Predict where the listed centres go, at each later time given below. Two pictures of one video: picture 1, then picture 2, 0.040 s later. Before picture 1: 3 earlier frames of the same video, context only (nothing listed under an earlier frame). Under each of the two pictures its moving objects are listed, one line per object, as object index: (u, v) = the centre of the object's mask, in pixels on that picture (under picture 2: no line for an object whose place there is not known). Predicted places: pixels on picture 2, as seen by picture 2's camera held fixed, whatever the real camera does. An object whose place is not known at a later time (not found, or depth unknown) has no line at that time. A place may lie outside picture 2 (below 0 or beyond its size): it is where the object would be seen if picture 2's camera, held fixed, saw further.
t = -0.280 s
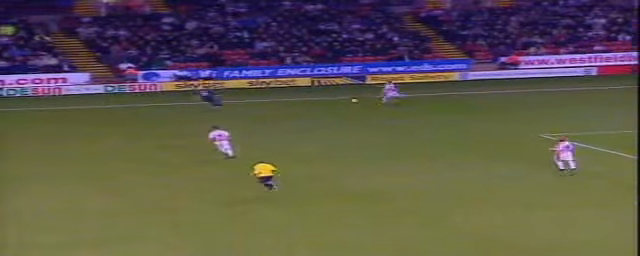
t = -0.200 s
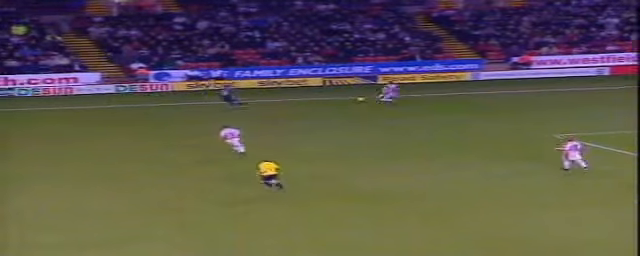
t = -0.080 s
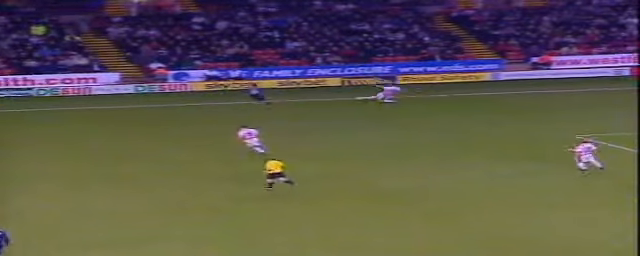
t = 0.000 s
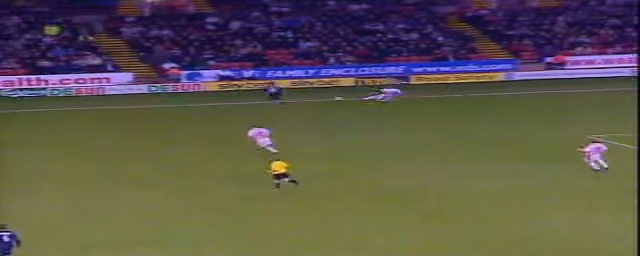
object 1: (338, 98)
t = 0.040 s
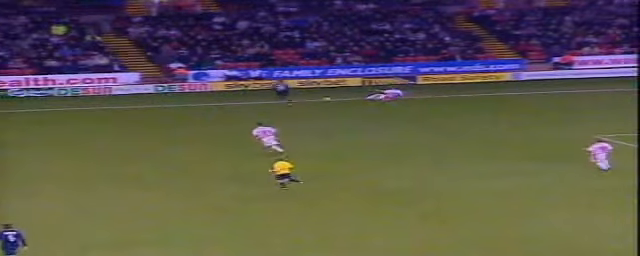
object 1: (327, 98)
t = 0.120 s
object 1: (294, 100)
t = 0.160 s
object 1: (278, 101)
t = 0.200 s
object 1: (263, 103)
